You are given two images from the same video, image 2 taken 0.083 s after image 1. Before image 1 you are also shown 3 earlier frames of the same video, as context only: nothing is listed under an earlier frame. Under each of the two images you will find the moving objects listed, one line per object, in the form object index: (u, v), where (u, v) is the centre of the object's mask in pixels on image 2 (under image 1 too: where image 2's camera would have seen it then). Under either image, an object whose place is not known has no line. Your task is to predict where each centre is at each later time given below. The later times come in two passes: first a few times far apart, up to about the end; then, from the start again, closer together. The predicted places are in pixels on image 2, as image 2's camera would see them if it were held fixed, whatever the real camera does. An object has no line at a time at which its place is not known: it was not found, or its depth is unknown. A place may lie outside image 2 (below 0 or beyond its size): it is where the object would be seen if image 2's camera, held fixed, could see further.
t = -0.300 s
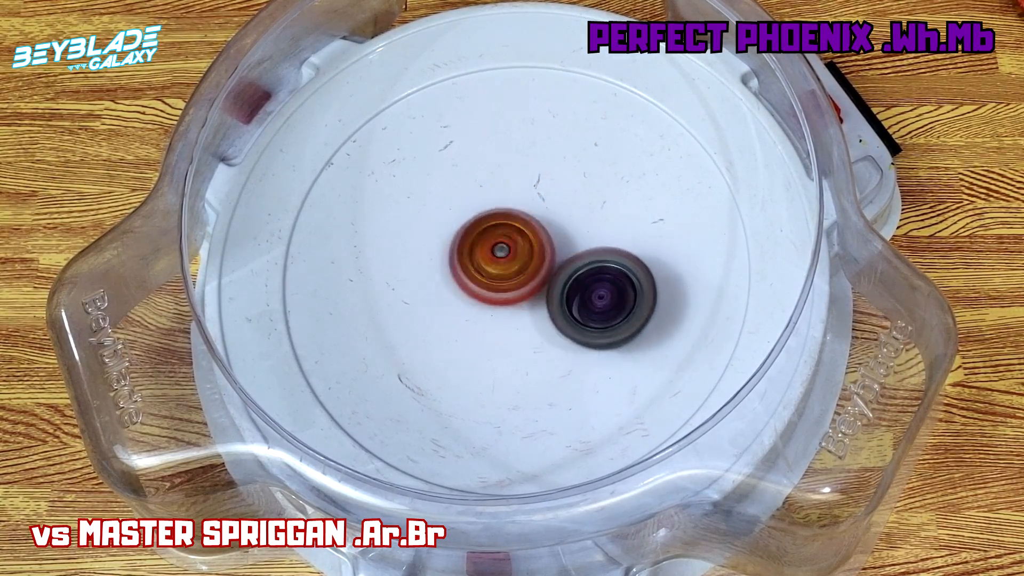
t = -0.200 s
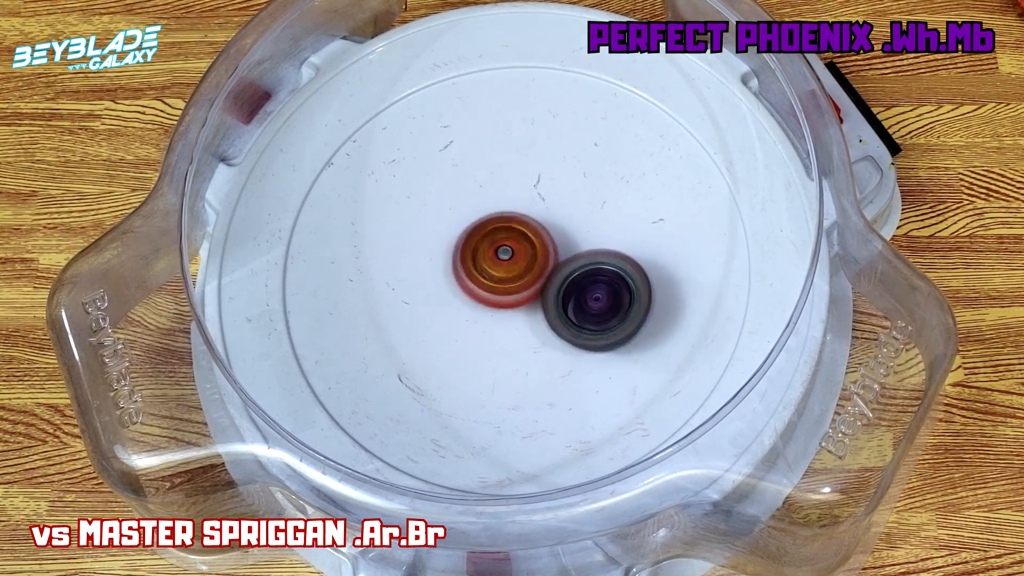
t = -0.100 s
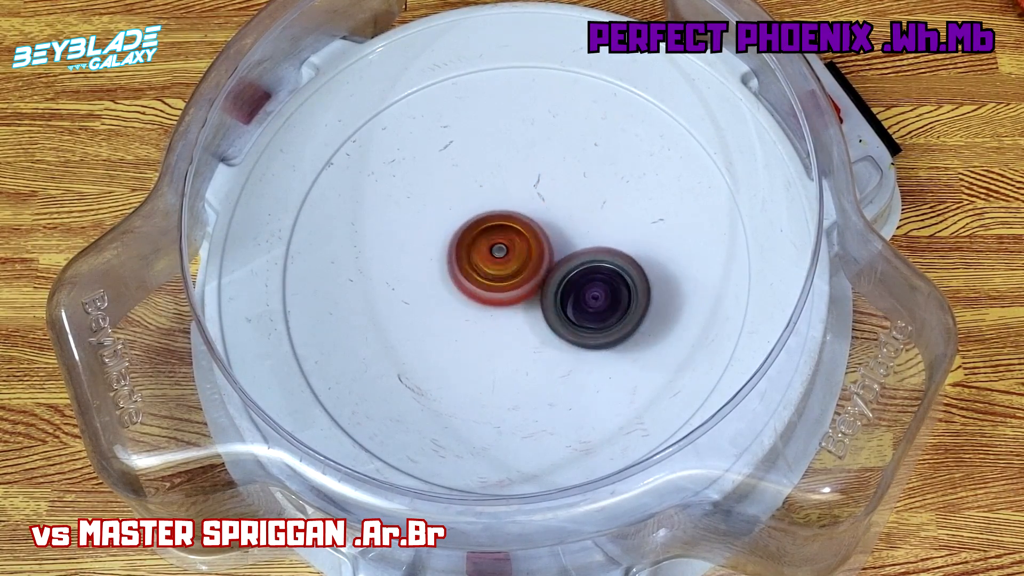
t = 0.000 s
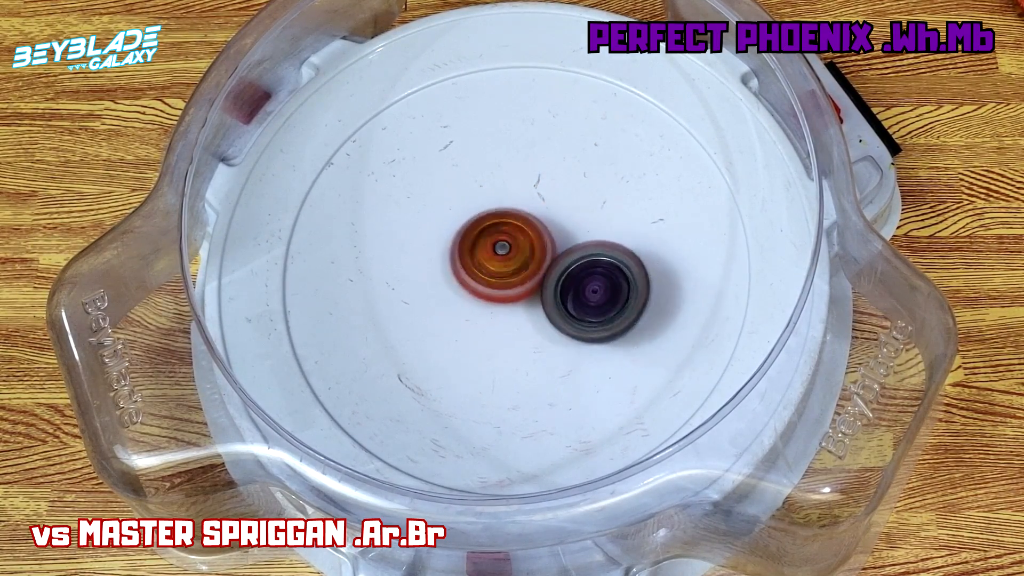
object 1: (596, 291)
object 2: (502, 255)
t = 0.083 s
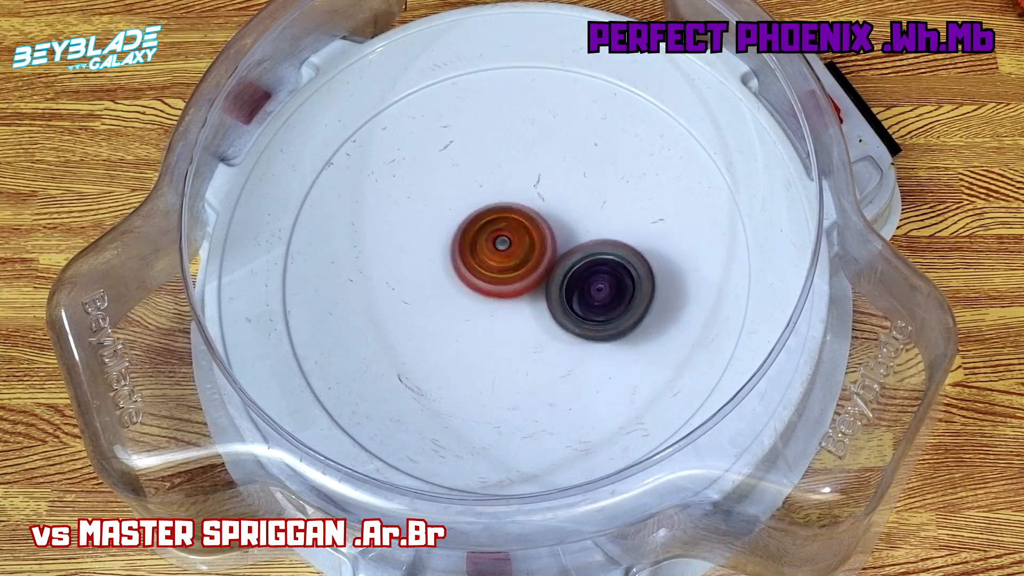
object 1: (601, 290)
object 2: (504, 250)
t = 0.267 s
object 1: (617, 267)
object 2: (516, 246)
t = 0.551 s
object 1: (604, 279)
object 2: (515, 232)
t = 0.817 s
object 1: (618, 272)
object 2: (524, 235)
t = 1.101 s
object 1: (615, 269)
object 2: (522, 233)
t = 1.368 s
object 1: (593, 308)
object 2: (524, 243)
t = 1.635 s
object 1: (607, 331)
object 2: (521, 244)
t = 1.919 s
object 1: (580, 323)
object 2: (510, 248)
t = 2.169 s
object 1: (527, 340)
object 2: (512, 245)
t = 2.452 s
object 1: (527, 336)
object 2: (530, 237)
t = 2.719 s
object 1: (507, 342)
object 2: (547, 245)
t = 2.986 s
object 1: (470, 322)
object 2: (563, 253)
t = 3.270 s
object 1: (459, 315)
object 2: (564, 270)
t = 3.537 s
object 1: (441, 298)
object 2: (556, 278)
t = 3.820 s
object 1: (428, 259)
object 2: (545, 285)
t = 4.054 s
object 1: (426, 243)
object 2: (536, 290)
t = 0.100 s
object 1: (601, 288)
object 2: (505, 250)
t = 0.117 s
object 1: (602, 285)
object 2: (506, 250)
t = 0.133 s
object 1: (604, 283)
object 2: (506, 249)
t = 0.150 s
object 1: (606, 281)
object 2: (507, 248)
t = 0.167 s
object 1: (608, 280)
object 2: (509, 248)
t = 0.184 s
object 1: (610, 278)
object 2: (510, 248)
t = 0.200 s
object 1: (613, 276)
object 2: (511, 247)
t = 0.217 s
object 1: (614, 274)
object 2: (512, 247)
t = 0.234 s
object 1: (615, 271)
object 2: (513, 247)
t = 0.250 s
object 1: (616, 269)
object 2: (515, 247)
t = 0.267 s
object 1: (617, 267)
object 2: (516, 246)
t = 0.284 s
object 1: (619, 266)
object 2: (516, 245)
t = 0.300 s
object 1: (620, 265)
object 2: (516, 244)
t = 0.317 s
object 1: (620, 265)
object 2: (517, 243)
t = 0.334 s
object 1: (618, 265)
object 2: (517, 243)
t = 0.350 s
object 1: (616, 265)
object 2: (518, 242)
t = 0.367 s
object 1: (615, 266)
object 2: (518, 242)
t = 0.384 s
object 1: (615, 267)
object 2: (517, 241)
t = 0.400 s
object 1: (616, 268)
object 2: (515, 240)
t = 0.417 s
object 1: (616, 269)
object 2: (515, 239)
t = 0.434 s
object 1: (614, 271)
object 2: (515, 239)
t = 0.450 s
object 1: (613, 271)
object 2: (515, 238)
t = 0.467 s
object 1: (611, 272)
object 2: (516, 238)
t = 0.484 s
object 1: (609, 273)
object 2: (516, 238)
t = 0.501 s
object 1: (607, 274)
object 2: (516, 237)
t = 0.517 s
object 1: (606, 276)
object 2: (516, 235)
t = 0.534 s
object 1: (604, 278)
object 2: (515, 233)
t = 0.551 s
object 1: (604, 279)
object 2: (515, 232)
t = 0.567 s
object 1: (604, 281)
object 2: (516, 230)
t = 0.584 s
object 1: (604, 282)
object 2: (516, 230)
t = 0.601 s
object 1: (605, 282)
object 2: (517, 231)
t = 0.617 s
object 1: (606, 282)
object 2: (518, 230)
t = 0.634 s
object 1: (608, 283)
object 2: (520, 231)
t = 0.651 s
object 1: (611, 283)
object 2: (521, 231)
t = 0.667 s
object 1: (613, 283)
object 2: (522, 232)
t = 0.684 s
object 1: (616, 281)
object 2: (523, 232)
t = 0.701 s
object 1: (617, 280)
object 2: (524, 233)
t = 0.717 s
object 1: (619, 278)
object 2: (525, 233)
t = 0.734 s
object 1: (619, 276)
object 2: (526, 234)
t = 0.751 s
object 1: (618, 274)
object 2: (526, 235)
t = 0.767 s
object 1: (618, 272)
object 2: (527, 235)
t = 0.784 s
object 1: (619, 272)
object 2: (526, 235)
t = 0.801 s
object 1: (619, 272)
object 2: (525, 235)
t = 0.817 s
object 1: (618, 272)
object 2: (524, 235)
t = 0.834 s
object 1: (617, 272)
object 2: (524, 236)
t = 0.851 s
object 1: (616, 272)
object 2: (524, 236)
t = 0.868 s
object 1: (615, 273)
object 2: (524, 235)
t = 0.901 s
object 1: (616, 275)
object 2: (523, 233)
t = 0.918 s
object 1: (618, 277)
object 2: (521, 232)
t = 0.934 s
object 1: (619, 278)
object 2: (520, 231)
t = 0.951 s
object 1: (620, 278)
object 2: (520, 231)
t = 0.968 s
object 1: (620, 278)
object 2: (521, 231)
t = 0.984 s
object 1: (620, 277)
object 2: (522, 231)
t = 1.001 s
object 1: (619, 276)
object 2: (522, 231)
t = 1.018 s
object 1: (618, 275)
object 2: (523, 232)
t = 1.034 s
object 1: (617, 274)
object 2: (523, 232)
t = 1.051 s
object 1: (615, 272)
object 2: (523, 233)
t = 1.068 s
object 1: (614, 271)
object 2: (523, 233)
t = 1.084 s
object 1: (614, 270)
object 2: (523, 233)
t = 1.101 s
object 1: (615, 269)
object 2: (522, 233)
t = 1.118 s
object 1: (616, 269)
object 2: (522, 234)
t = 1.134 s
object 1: (617, 268)
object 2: (522, 234)
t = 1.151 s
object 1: (619, 267)
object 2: (522, 235)
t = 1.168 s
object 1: (622, 267)
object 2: (523, 236)
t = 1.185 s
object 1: (623, 268)
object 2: (523, 236)
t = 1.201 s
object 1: (624, 270)
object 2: (524, 237)
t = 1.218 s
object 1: (622, 273)
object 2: (524, 238)
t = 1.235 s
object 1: (619, 277)
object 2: (524, 239)
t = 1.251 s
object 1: (616, 281)
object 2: (524, 240)
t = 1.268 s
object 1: (612, 287)
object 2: (525, 241)
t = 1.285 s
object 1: (609, 291)
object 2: (525, 242)
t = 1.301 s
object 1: (606, 295)
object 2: (525, 243)
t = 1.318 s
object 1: (601, 298)
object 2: (525, 243)
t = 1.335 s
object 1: (598, 302)
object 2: (524, 242)
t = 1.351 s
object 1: (596, 305)
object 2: (524, 242)
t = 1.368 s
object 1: (593, 308)
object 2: (524, 243)
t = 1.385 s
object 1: (592, 309)
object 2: (522, 243)
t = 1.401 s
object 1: (591, 311)
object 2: (521, 242)
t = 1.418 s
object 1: (592, 312)
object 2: (520, 240)
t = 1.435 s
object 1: (594, 314)
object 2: (518, 239)
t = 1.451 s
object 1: (594, 316)
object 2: (518, 238)
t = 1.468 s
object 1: (595, 318)
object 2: (518, 239)
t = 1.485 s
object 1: (596, 319)
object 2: (518, 239)
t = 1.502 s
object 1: (597, 321)
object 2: (519, 239)
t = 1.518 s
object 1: (598, 324)
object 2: (519, 240)
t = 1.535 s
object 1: (599, 326)
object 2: (519, 240)
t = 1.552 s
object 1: (599, 328)
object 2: (520, 241)
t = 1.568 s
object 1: (600, 330)
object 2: (520, 242)
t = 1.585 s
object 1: (602, 331)
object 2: (520, 242)
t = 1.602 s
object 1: (604, 332)
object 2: (521, 243)
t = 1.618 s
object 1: (606, 332)
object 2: (520, 244)
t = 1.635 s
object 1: (607, 331)
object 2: (521, 244)
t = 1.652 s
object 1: (607, 330)
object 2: (522, 245)
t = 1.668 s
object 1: (607, 329)
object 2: (521, 246)
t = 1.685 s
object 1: (607, 327)
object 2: (522, 247)
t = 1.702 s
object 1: (607, 324)
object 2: (522, 248)
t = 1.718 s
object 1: (606, 322)
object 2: (522, 249)
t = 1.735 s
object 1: (605, 319)
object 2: (523, 250)
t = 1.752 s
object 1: (604, 318)
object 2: (523, 251)
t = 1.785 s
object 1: (600, 316)
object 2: (523, 253)
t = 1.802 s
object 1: (596, 314)
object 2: (522, 253)
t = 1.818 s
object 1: (591, 314)
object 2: (520, 251)
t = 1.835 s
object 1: (588, 315)
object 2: (517, 250)
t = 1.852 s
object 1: (587, 316)
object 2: (515, 249)
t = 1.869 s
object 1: (585, 318)
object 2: (514, 248)
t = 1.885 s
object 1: (584, 319)
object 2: (512, 248)
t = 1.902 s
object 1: (582, 321)
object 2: (511, 248)
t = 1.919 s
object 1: (580, 323)
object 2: (510, 248)
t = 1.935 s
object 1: (576, 325)
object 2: (509, 249)
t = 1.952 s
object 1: (573, 328)
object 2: (509, 249)
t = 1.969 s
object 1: (569, 331)
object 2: (509, 250)
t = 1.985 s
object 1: (565, 334)
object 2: (509, 250)
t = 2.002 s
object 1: (560, 336)
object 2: (510, 250)
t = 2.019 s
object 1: (554, 338)
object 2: (510, 251)
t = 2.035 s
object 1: (550, 339)
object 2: (510, 251)
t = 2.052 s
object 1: (546, 339)
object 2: (510, 251)
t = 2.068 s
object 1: (543, 338)
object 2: (510, 251)
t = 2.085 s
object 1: (538, 337)
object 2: (510, 250)
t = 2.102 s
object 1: (534, 337)
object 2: (510, 249)
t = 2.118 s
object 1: (532, 339)
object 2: (511, 247)
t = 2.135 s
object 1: (530, 340)
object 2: (511, 246)
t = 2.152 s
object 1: (528, 340)
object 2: (512, 245)
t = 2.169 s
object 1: (527, 340)
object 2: (512, 245)
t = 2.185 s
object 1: (526, 339)
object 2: (513, 245)
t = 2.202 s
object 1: (525, 337)
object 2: (513, 244)
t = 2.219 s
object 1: (524, 338)
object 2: (514, 242)
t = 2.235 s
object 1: (523, 341)
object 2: (516, 239)
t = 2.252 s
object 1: (522, 343)
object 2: (517, 236)
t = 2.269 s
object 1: (521, 344)
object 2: (518, 236)
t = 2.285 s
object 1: (521, 345)
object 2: (520, 235)
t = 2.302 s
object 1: (521, 345)
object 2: (521, 235)
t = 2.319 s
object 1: (522, 345)
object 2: (522, 235)
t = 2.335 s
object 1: (522, 343)
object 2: (523, 235)
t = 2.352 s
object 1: (523, 342)
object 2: (524, 236)
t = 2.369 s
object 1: (525, 340)
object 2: (525, 235)
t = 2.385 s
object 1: (527, 339)
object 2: (526, 236)
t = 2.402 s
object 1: (529, 338)
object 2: (527, 236)
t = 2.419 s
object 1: (529, 337)
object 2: (528, 236)
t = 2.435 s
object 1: (528, 337)
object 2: (530, 237)
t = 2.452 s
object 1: (527, 336)
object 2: (530, 237)
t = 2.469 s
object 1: (526, 337)
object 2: (532, 237)
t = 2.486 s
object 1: (526, 337)
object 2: (532, 238)
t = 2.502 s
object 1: (525, 336)
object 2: (533, 238)
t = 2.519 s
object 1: (524, 336)
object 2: (534, 239)
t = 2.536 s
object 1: (524, 336)
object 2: (535, 240)
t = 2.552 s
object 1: (524, 335)
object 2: (536, 240)
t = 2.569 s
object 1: (523, 334)
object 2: (538, 240)
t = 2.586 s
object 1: (522, 336)
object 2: (538, 240)
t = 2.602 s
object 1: (520, 337)
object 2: (541, 239)
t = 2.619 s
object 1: (519, 338)
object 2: (541, 240)
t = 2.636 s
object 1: (517, 340)
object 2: (543, 240)
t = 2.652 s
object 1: (514, 341)
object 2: (544, 241)
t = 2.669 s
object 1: (513, 342)
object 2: (544, 242)
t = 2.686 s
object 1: (511, 343)
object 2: (545, 243)
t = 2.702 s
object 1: (510, 343)
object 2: (546, 244)
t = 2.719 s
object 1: (507, 342)
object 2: (547, 245)
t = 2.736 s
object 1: (505, 342)
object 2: (548, 246)
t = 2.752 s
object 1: (504, 341)
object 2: (548, 247)
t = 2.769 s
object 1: (502, 340)
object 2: (549, 248)
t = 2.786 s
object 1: (501, 338)
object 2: (550, 249)
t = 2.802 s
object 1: (499, 336)
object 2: (550, 250)
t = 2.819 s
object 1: (498, 334)
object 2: (551, 251)
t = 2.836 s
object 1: (497, 331)
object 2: (551, 251)
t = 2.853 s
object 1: (493, 330)
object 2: (553, 251)
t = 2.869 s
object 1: (488, 331)
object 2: (556, 249)
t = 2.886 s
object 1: (482, 331)
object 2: (560, 248)
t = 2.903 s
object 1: (479, 330)
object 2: (561, 248)
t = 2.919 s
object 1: (476, 329)
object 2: (563, 248)
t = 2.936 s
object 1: (473, 327)
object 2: (563, 249)
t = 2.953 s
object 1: (471, 326)
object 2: (563, 251)
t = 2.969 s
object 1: (470, 324)
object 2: (563, 252)
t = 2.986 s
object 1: (470, 322)
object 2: (563, 253)
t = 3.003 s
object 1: (469, 319)
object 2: (563, 254)
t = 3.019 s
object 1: (469, 318)
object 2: (563, 255)
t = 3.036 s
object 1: (470, 315)
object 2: (563, 257)
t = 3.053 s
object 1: (470, 313)
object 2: (563, 258)
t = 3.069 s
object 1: (470, 311)
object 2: (563, 259)
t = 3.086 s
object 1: (470, 309)
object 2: (563, 260)
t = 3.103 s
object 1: (470, 308)
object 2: (565, 260)
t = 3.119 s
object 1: (468, 307)
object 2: (566, 261)
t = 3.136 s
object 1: (466, 307)
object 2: (567, 262)
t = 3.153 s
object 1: (465, 307)
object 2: (567, 263)
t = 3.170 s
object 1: (464, 308)
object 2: (566, 264)
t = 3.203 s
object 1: (463, 309)
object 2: (566, 266)
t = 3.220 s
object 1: (462, 310)
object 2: (565, 267)
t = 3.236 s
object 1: (461, 312)
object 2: (565, 268)
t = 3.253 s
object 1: (460, 314)
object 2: (565, 269)
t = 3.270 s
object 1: (459, 315)
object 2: (564, 270)
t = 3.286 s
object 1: (457, 317)
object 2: (563, 271)
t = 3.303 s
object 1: (455, 319)
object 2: (562, 272)
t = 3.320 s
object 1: (454, 320)
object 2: (562, 273)
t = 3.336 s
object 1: (453, 321)
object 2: (561, 274)
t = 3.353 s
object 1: (451, 322)
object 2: (559, 275)
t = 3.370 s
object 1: (450, 322)
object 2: (558, 276)
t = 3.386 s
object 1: (450, 321)
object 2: (557, 277)
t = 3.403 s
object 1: (449, 319)
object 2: (556, 278)
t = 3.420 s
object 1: (449, 318)
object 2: (554, 279)
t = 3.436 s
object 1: (449, 316)
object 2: (553, 279)
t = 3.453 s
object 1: (449, 314)
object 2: (552, 280)
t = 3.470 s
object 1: (449, 311)
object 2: (551, 281)
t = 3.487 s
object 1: (448, 309)
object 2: (551, 281)
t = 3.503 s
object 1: (447, 306)
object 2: (553, 280)
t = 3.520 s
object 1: (444, 302)
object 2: (554, 279)
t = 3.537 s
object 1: (441, 298)
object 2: (556, 278)
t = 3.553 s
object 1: (440, 295)
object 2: (556, 278)
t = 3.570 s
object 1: (439, 292)
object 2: (555, 278)
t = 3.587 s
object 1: (439, 288)
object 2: (554, 278)
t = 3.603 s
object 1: (439, 286)
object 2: (553, 279)
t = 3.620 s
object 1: (441, 283)
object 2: (552, 279)
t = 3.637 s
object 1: (442, 281)
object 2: (551, 280)
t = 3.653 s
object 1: (441, 278)
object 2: (551, 280)
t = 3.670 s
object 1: (437, 276)
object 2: (552, 281)
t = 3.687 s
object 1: (434, 273)
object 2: (553, 282)
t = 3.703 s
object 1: (431, 270)
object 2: (553, 282)
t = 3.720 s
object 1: (429, 268)
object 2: (553, 282)
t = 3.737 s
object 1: (428, 266)
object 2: (552, 283)
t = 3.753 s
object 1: (427, 265)
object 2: (551, 283)
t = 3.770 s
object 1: (427, 263)
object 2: (550, 284)
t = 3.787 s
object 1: (427, 262)
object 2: (548, 284)
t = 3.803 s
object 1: (427, 261)
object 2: (547, 285)
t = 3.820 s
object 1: (428, 259)
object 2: (545, 285)
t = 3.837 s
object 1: (428, 258)
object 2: (545, 285)
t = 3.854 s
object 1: (429, 258)
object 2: (543, 285)
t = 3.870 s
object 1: (431, 257)
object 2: (541, 285)
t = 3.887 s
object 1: (432, 256)
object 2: (540, 285)
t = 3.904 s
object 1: (433, 256)
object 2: (538, 285)
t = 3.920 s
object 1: (432, 254)
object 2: (538, 286)
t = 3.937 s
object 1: (431, 251)
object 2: (540, 288)
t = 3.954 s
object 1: (428, 249)
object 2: (541, 289)
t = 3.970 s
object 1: (426, 247)
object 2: (542, 290)
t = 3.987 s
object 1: (426, 245)
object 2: (541, 290)
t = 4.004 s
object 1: (425, 244)
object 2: (540, 290)
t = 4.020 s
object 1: (425, 243)
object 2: (538, 290)
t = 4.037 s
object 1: (425, 243)
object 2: (537, 290)
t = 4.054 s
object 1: (426, 243)
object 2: (536, 290)
